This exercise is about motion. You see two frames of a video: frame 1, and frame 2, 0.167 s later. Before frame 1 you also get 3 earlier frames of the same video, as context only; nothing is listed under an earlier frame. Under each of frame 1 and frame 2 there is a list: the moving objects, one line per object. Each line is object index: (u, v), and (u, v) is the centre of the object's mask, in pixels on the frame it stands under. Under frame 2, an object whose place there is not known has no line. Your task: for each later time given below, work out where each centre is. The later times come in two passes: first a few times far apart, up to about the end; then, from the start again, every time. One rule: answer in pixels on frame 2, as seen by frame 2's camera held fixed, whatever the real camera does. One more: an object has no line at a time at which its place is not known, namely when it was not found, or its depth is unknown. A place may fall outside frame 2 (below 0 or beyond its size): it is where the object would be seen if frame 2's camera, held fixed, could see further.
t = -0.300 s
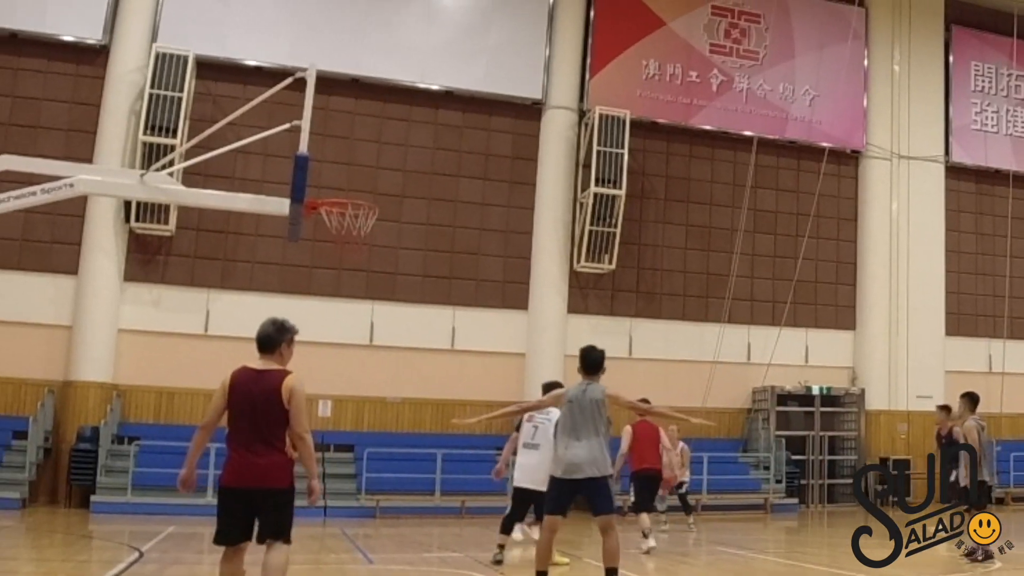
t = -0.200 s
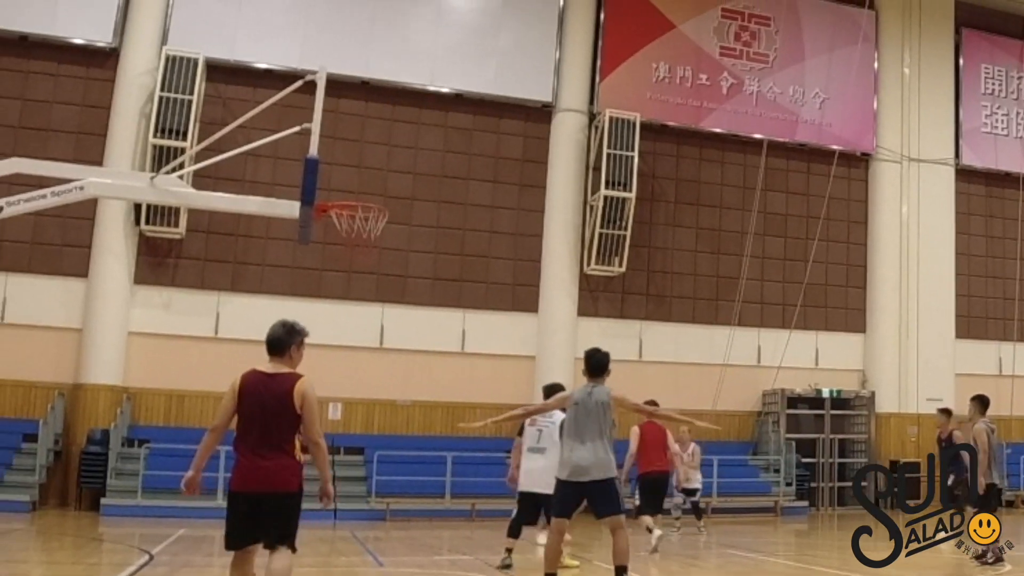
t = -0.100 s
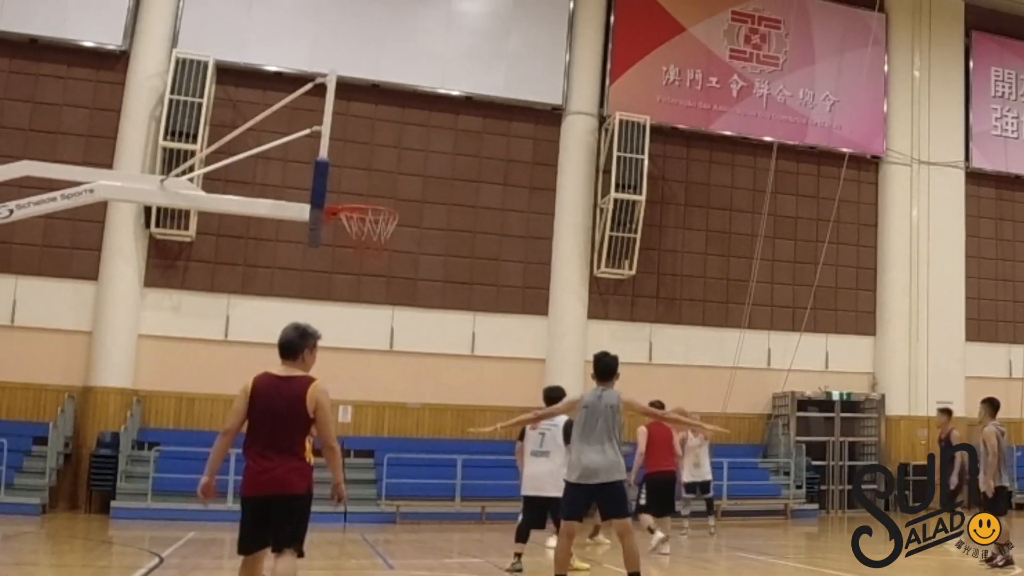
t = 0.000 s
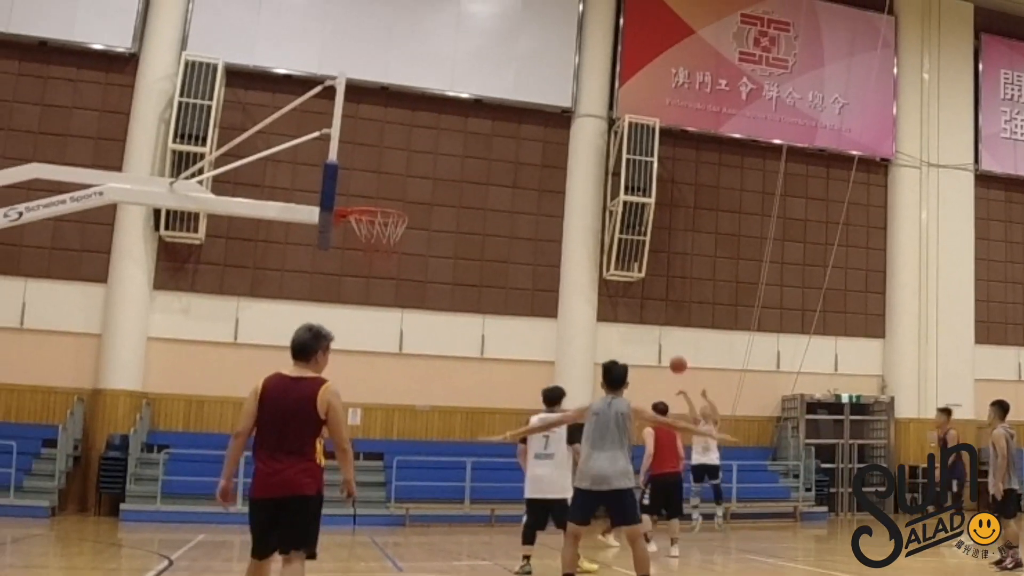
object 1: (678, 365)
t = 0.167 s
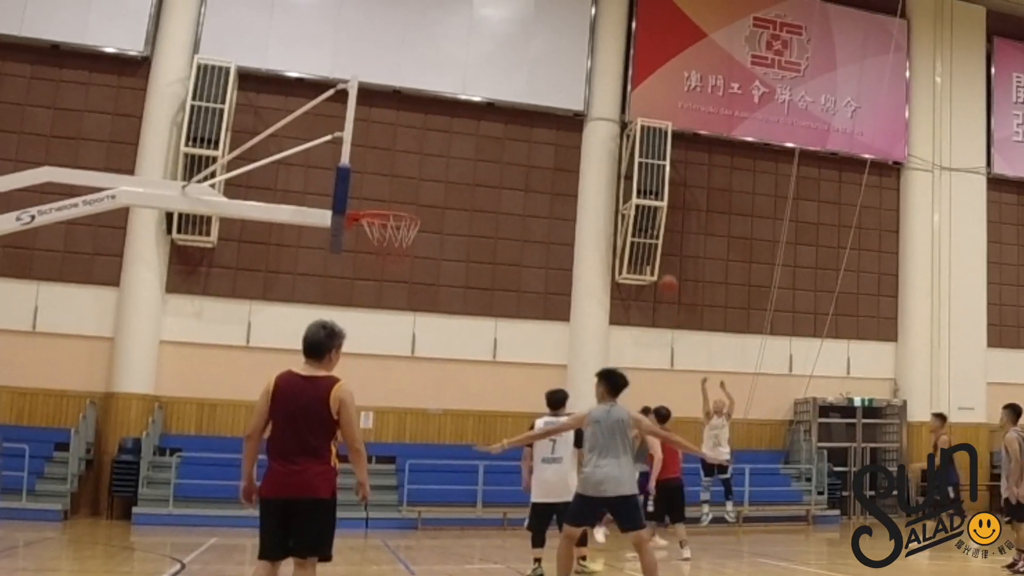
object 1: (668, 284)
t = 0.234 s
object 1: (659, 255)
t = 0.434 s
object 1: (628, 180)
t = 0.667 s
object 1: (585, 124)
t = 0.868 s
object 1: (541, 107)
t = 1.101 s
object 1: (477, 129)
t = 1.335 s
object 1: (394, 207)
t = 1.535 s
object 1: (360, 245)
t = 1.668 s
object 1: (348, 288)
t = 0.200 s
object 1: (664, 268)
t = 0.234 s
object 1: (659, 255)
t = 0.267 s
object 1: (654, 241)
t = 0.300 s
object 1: (650, 228)
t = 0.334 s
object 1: (645, 216)
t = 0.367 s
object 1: (639, 203)
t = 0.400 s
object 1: (633, 191)
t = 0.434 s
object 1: (628, 180)
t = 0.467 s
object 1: (623, 171)
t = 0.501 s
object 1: (617, 162)
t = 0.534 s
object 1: (611, 152)
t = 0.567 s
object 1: (605, 144)
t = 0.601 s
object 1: (599, 137)
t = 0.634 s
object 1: (591, 129)
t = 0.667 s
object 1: (585, 124)
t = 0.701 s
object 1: (578, 120)
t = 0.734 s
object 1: (573, 116)
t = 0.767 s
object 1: (565, 112)
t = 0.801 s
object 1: (557, 110)
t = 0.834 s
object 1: (549, 108)
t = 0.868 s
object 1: (541, 107)
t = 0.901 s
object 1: (533, 107)
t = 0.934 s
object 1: (525, 109)
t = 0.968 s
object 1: (516, 111)
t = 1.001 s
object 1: (507, 113)
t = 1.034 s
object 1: (497, 117)
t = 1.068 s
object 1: (487, 123)
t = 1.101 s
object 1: (477, 129)
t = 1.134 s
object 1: (466, 137)
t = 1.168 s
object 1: (454, 146)
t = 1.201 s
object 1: (443, 157)
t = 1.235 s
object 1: (431, 170)
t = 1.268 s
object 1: (418, 184)
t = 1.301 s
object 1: (406, 199)
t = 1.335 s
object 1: (394, 207)
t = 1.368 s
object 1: (378, 232)
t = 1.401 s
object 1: (369, 234)
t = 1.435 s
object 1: (367, 231)
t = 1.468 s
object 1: (367, 231)
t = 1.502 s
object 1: (363, 239)
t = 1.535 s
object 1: (360, 245)
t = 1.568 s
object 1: (356, 253)
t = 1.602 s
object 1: (354, 265)
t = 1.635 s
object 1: (351, 275)
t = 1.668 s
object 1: (348, 288)
